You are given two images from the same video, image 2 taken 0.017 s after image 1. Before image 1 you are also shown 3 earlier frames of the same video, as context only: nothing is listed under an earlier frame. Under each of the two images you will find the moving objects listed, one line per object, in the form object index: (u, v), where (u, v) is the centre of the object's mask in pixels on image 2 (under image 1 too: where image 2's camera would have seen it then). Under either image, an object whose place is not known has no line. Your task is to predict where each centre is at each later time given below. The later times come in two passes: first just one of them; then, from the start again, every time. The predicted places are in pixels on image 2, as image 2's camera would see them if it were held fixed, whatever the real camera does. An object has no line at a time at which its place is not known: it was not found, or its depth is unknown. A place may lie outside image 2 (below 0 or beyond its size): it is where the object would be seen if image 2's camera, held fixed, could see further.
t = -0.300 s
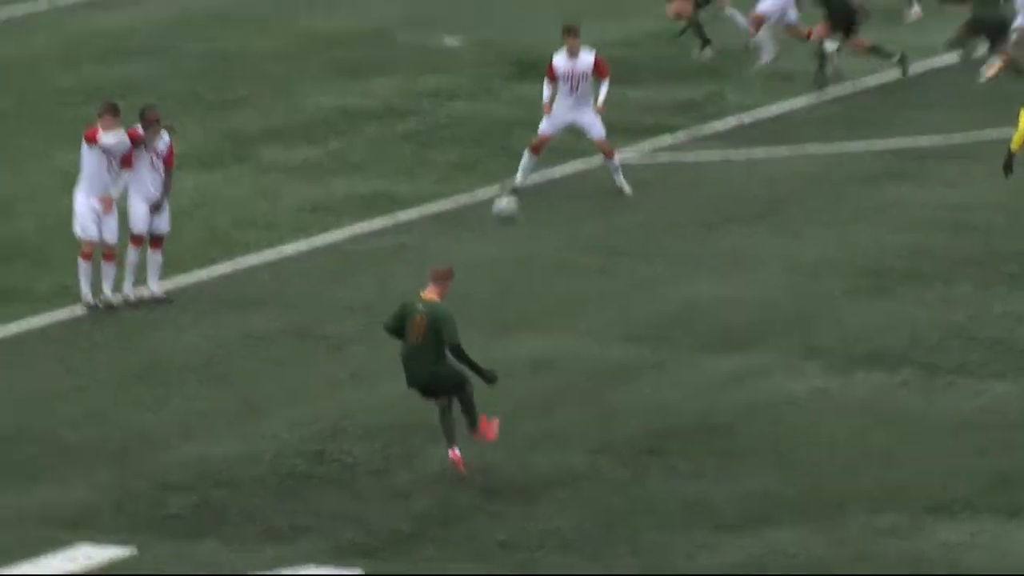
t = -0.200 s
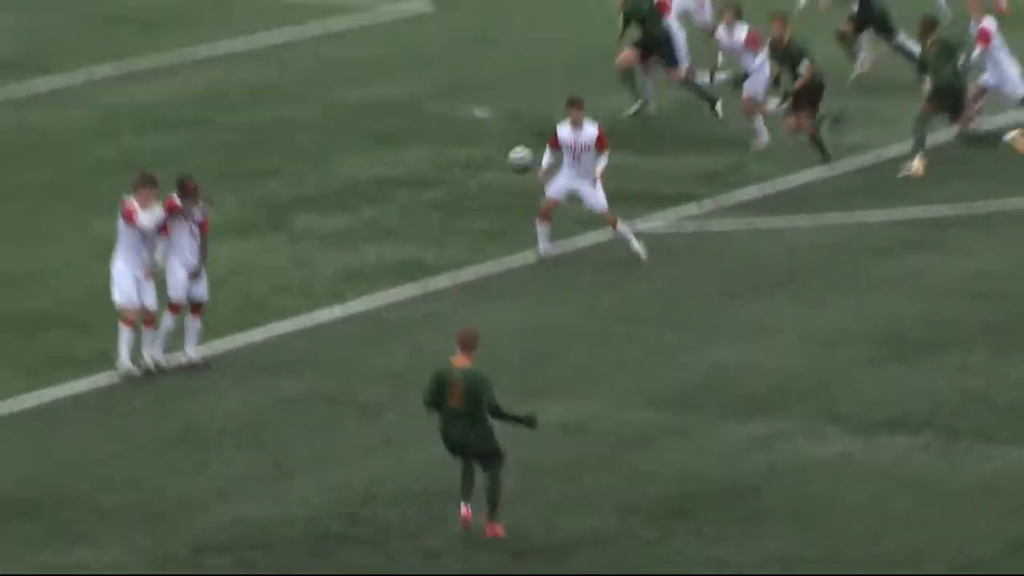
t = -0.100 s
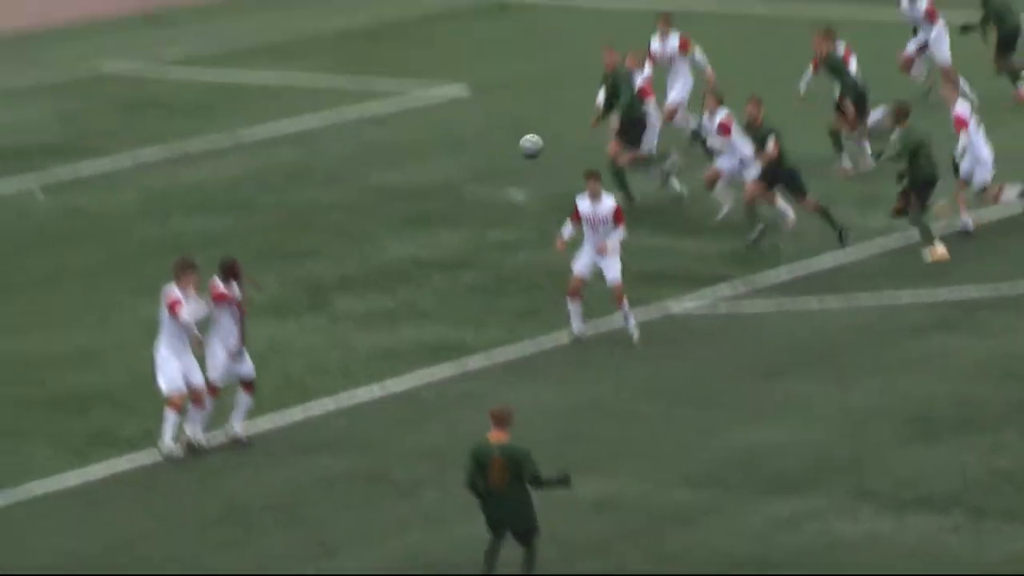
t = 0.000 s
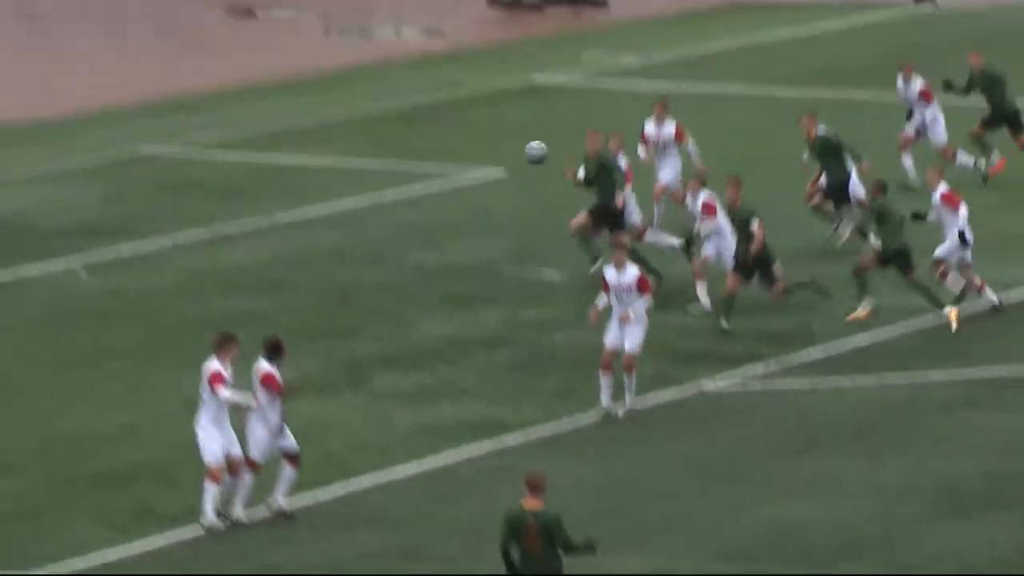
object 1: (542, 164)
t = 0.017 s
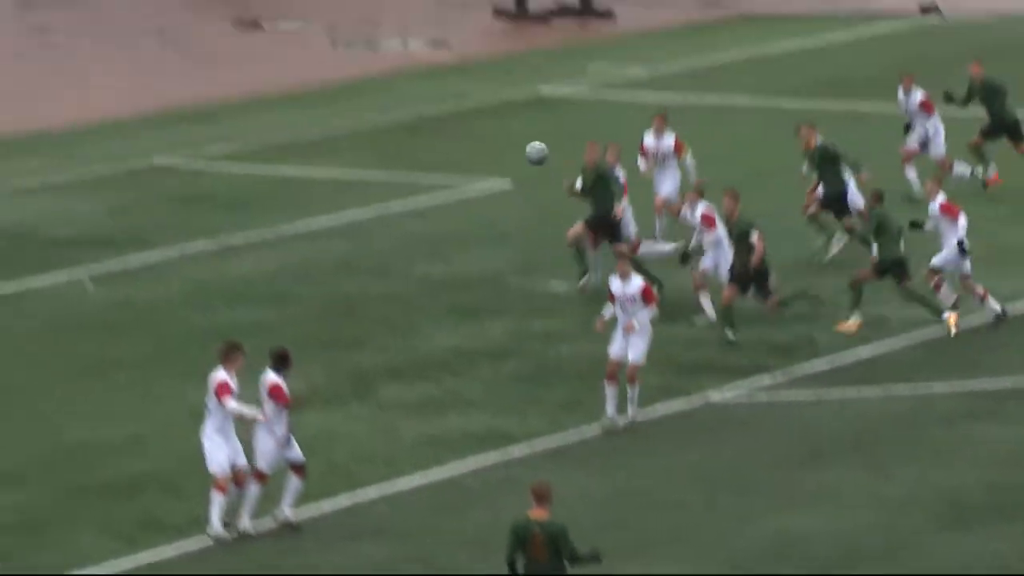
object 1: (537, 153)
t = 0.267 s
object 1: (432, 39)
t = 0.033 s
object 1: (530, 142)
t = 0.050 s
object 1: (524, 133)
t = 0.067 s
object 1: (518, 123)
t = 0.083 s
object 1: (511, 114)
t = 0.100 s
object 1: (504, 106)
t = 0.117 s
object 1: (498, 97)
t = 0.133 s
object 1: (491, 89)
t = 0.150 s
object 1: (485, 82)
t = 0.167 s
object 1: (478, 74)
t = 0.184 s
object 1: (470, 67)
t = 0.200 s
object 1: (463, 61)
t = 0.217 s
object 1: (455, 55)
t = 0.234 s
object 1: (448, 49)
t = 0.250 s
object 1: (440, 43)
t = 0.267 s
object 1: (432, 39)
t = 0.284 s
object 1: (424, 34)
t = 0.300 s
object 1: (417, 29)
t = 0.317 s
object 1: (408, 25)
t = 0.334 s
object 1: (400, 22)
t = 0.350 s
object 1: (393, 18)
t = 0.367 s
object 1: (385, 15)
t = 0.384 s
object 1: (376, 13)
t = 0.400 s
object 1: (368, 10)
